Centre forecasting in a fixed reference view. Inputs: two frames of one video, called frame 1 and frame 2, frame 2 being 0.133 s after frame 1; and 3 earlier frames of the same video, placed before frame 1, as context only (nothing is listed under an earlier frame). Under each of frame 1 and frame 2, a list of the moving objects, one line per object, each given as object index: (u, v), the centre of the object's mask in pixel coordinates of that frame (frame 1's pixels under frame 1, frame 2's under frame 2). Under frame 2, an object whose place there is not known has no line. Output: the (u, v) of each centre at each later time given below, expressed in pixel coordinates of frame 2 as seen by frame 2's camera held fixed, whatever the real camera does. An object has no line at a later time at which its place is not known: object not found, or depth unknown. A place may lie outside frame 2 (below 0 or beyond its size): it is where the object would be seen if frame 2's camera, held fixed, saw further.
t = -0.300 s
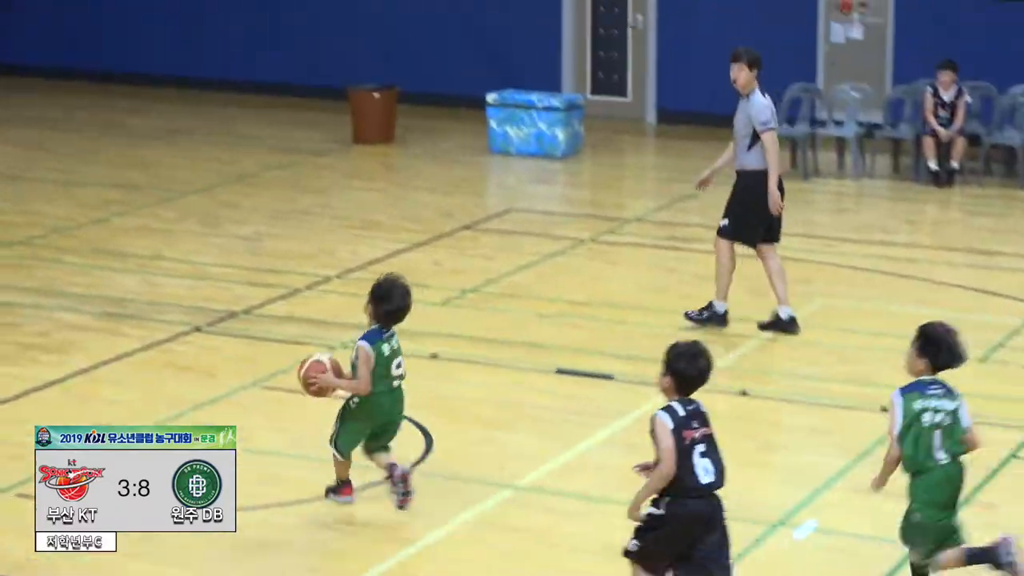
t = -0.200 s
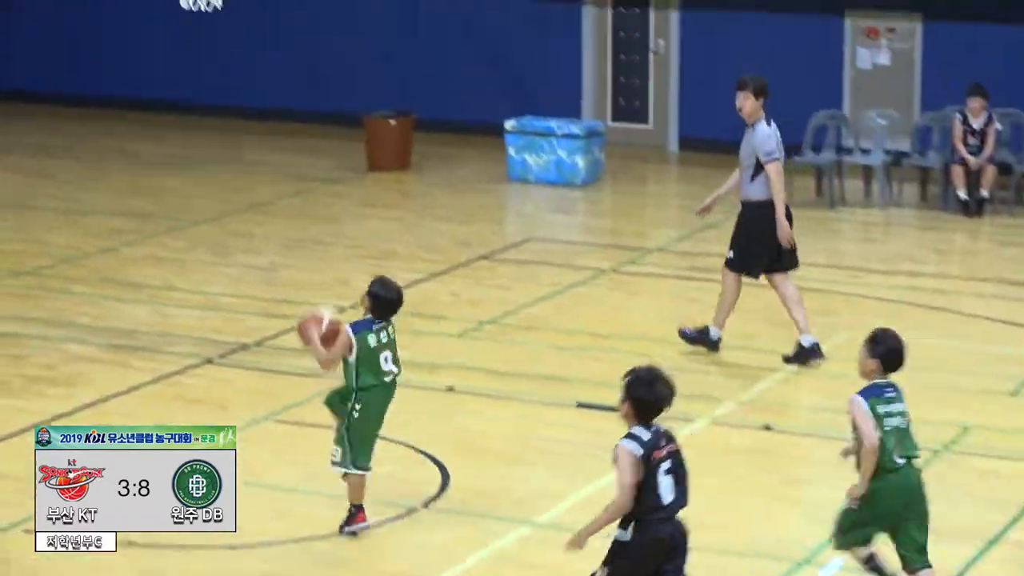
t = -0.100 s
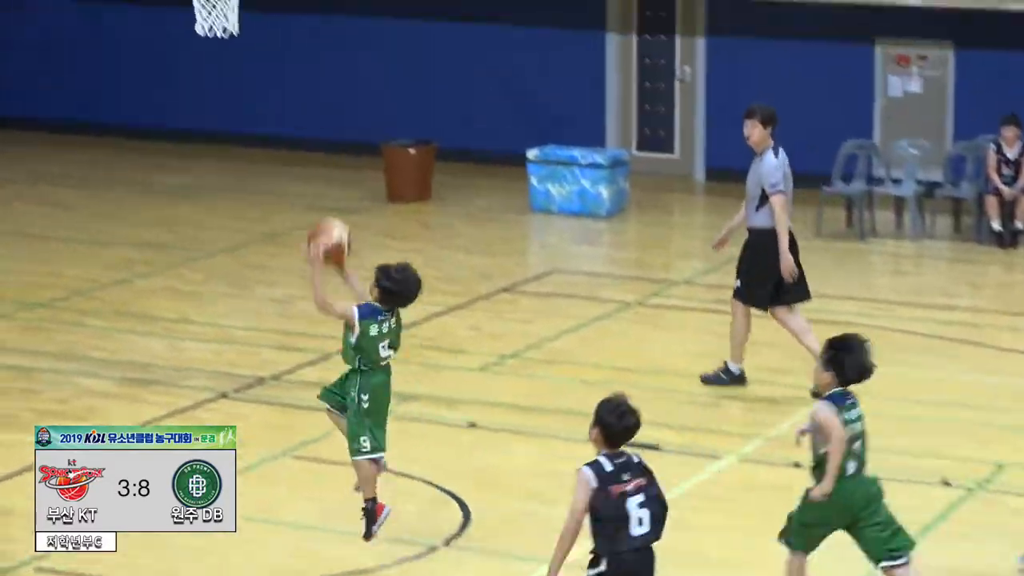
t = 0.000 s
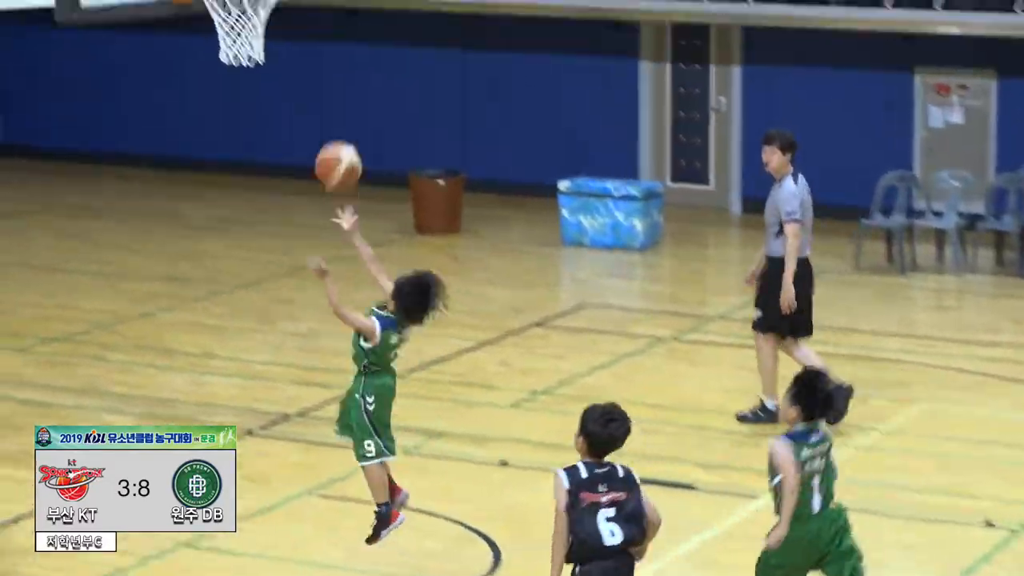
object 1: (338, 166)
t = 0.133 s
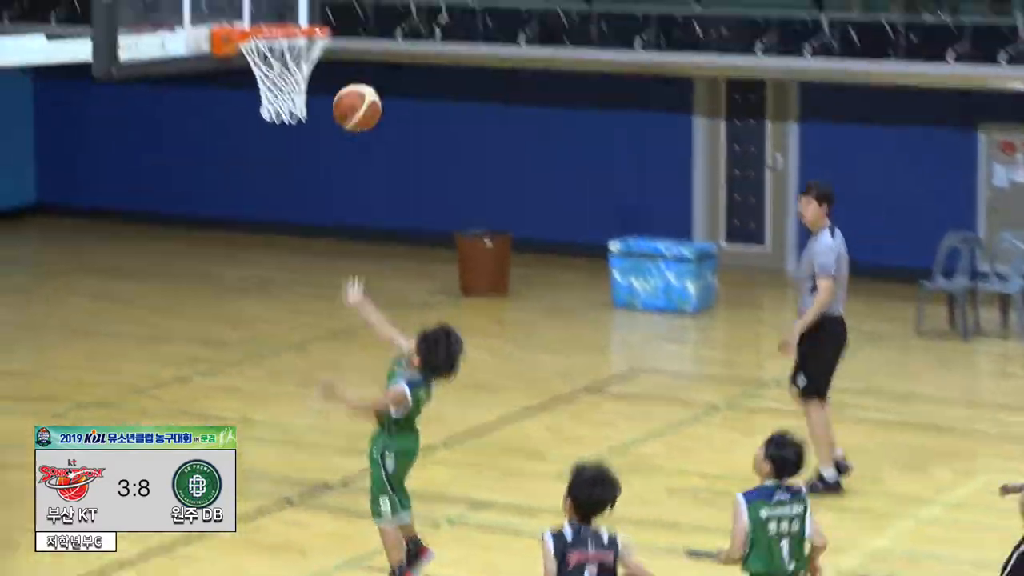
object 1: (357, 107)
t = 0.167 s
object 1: (349, 84)
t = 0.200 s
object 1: (343, 62)
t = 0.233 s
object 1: (336, 42)
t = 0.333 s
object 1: (319, -5)
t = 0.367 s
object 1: (315, -17)
